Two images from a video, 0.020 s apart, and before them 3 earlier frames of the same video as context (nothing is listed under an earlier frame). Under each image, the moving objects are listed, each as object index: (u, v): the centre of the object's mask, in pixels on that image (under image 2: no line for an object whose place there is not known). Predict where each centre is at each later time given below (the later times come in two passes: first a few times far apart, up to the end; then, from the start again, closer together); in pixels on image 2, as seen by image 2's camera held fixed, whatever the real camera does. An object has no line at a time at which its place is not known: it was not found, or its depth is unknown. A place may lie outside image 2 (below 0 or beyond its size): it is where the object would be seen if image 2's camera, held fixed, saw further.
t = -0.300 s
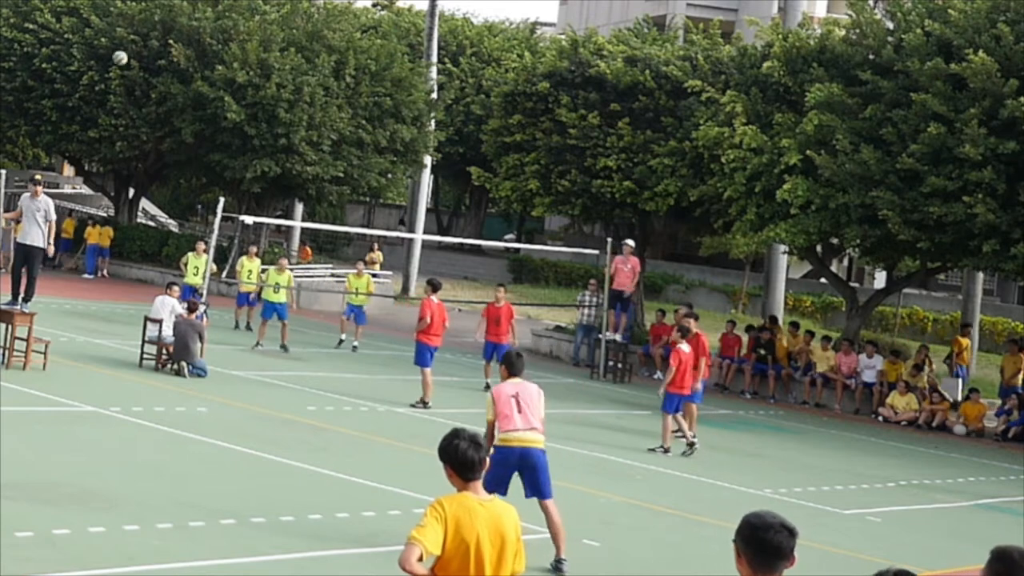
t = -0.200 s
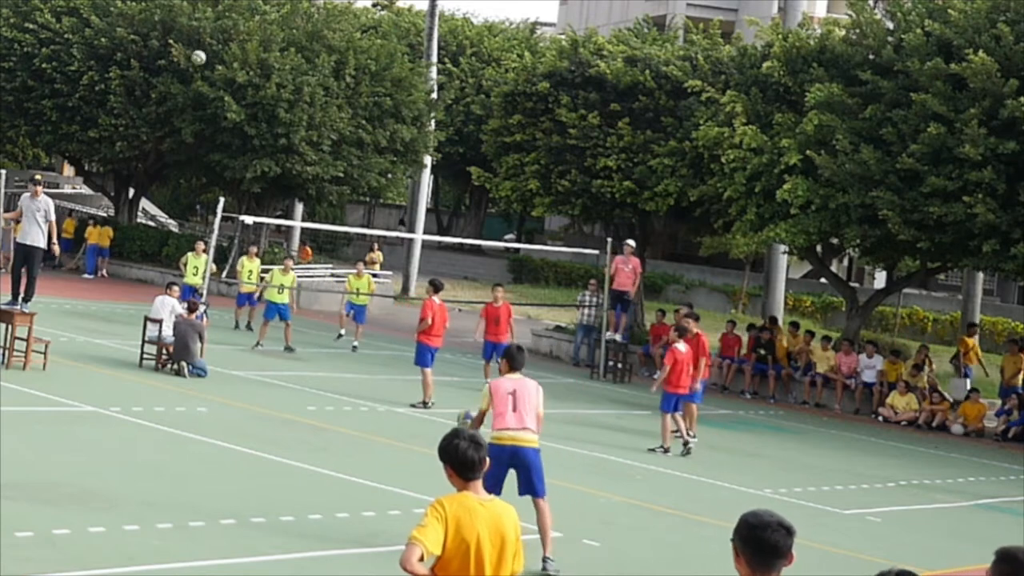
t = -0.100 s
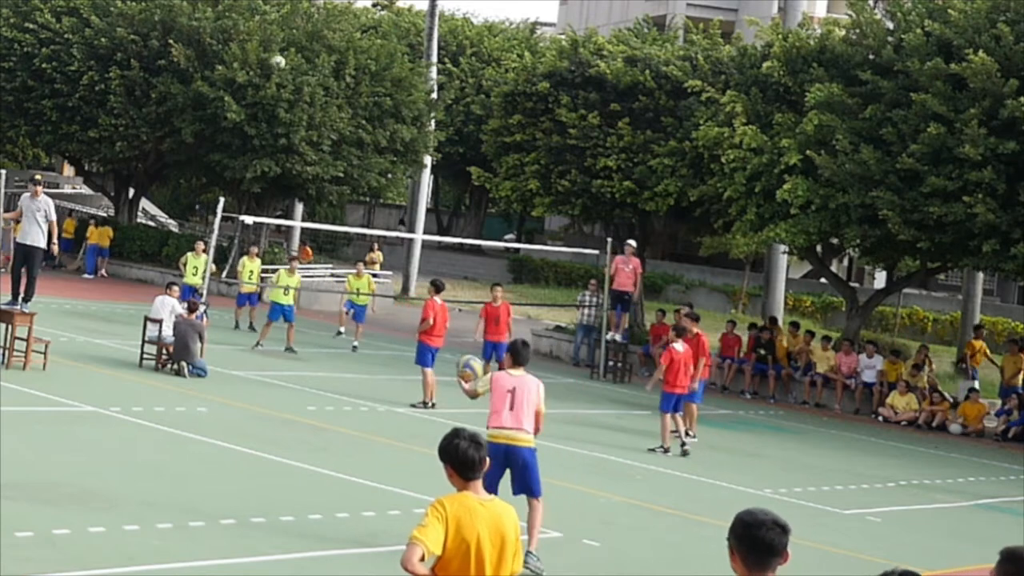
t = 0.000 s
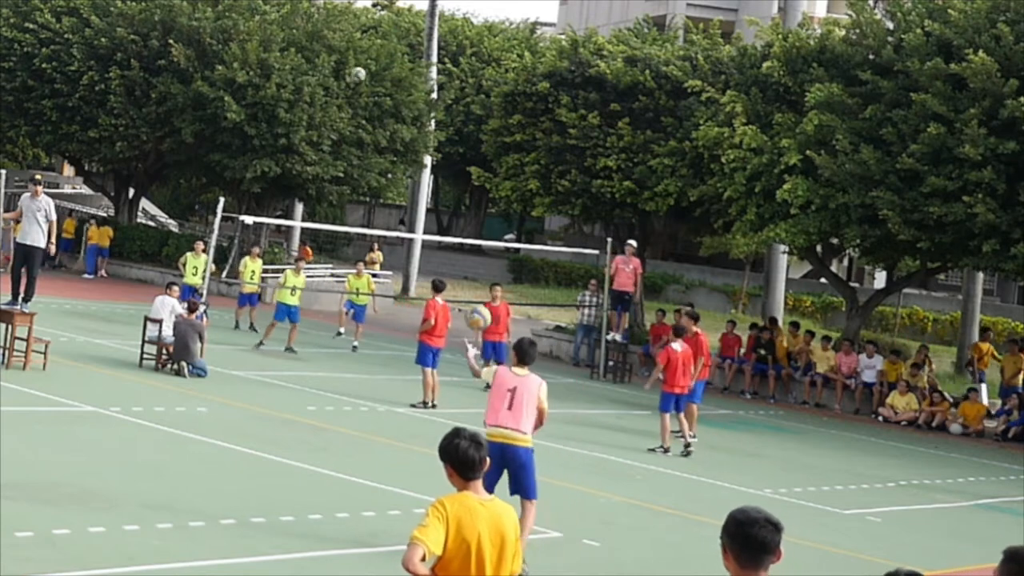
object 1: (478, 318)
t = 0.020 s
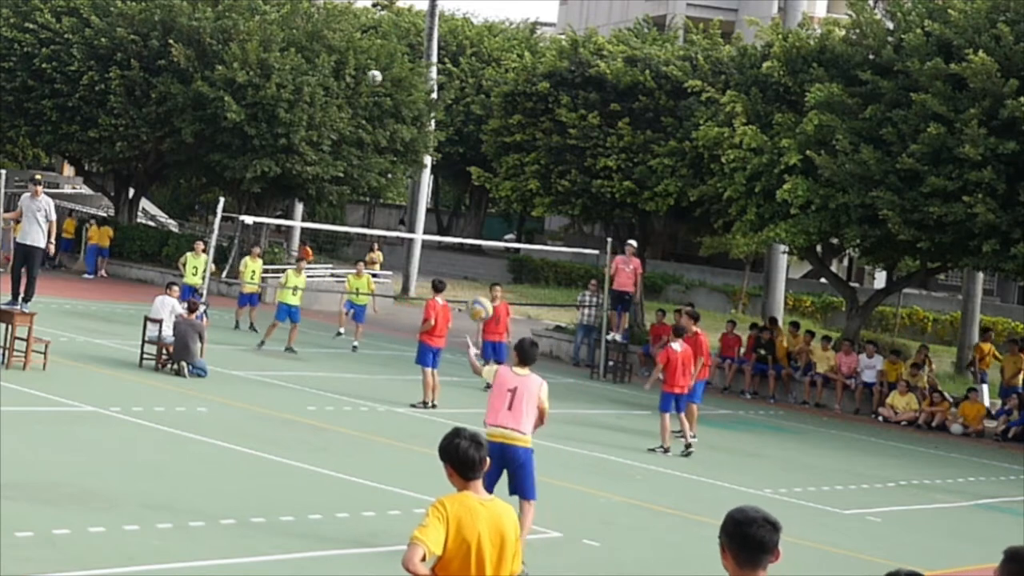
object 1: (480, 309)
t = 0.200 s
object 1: (492, 254)
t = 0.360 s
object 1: (500, 238)
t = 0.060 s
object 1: (482, 293)
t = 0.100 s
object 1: (486, 279)
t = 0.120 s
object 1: (487, 272)
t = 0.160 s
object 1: (489, 262)
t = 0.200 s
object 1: (492, 254)
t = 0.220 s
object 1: (493, 249)
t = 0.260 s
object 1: (495, 243)
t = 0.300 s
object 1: (498, 241)
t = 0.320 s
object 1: (498, 240)
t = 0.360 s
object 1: (500, 238)
